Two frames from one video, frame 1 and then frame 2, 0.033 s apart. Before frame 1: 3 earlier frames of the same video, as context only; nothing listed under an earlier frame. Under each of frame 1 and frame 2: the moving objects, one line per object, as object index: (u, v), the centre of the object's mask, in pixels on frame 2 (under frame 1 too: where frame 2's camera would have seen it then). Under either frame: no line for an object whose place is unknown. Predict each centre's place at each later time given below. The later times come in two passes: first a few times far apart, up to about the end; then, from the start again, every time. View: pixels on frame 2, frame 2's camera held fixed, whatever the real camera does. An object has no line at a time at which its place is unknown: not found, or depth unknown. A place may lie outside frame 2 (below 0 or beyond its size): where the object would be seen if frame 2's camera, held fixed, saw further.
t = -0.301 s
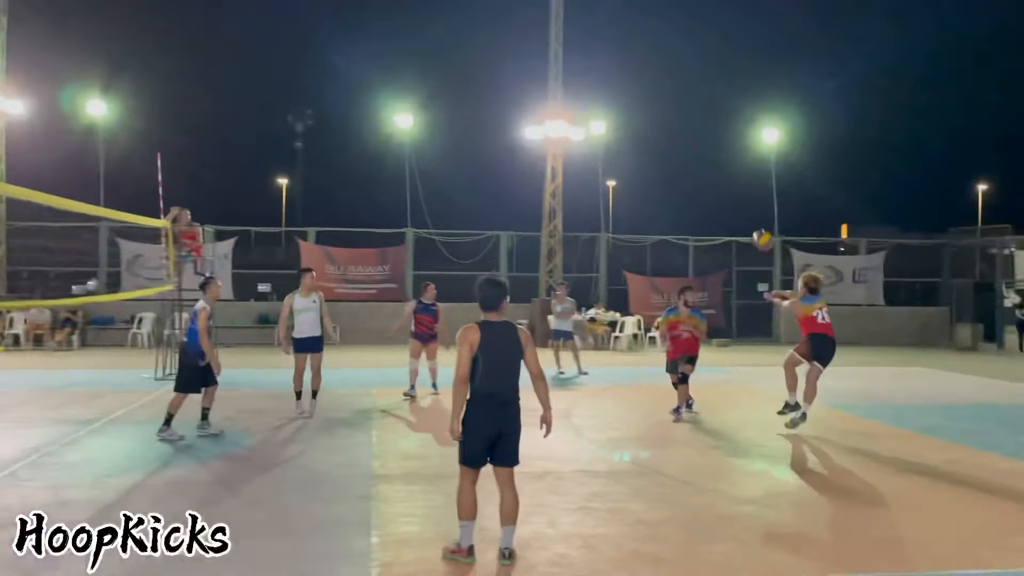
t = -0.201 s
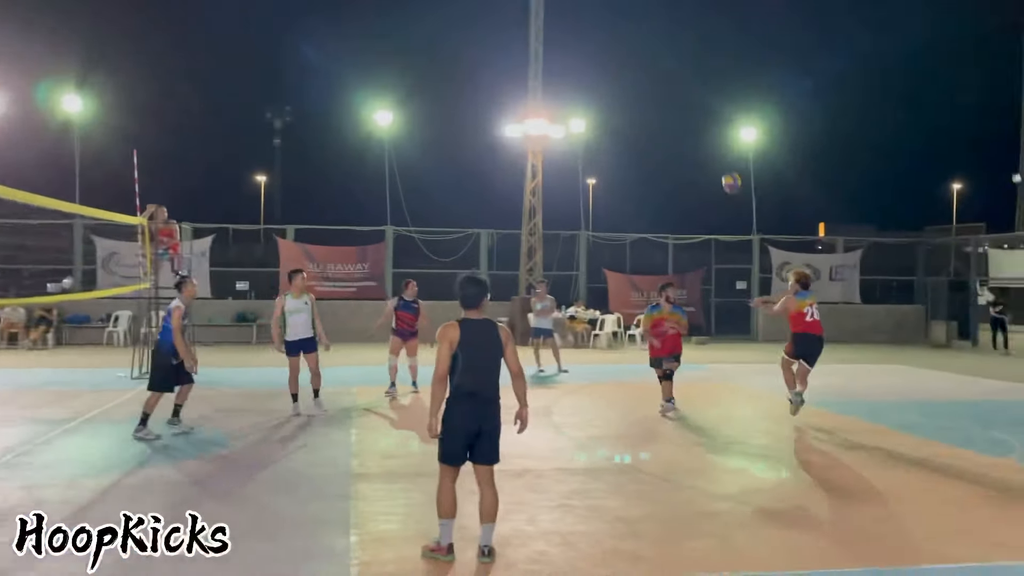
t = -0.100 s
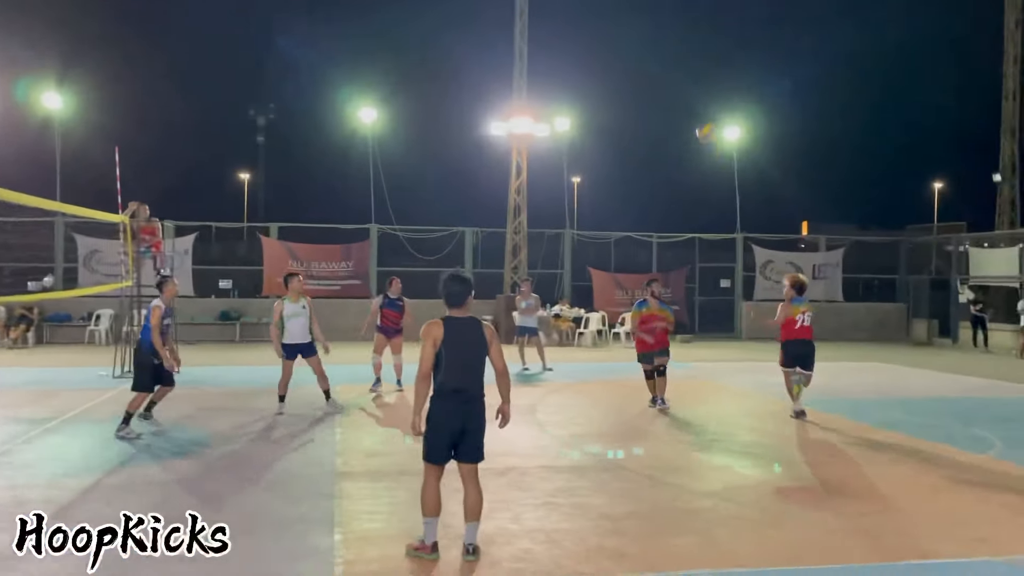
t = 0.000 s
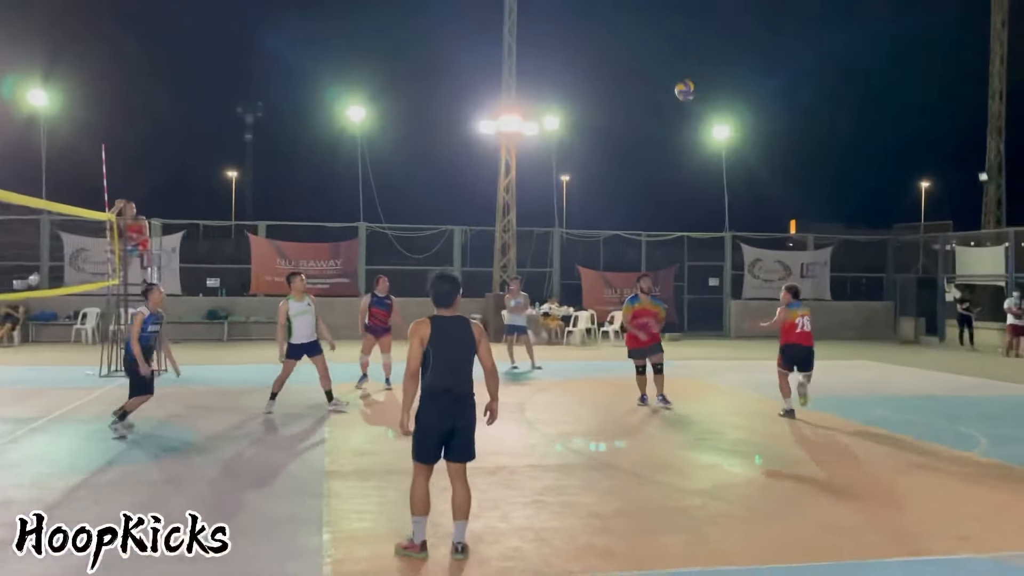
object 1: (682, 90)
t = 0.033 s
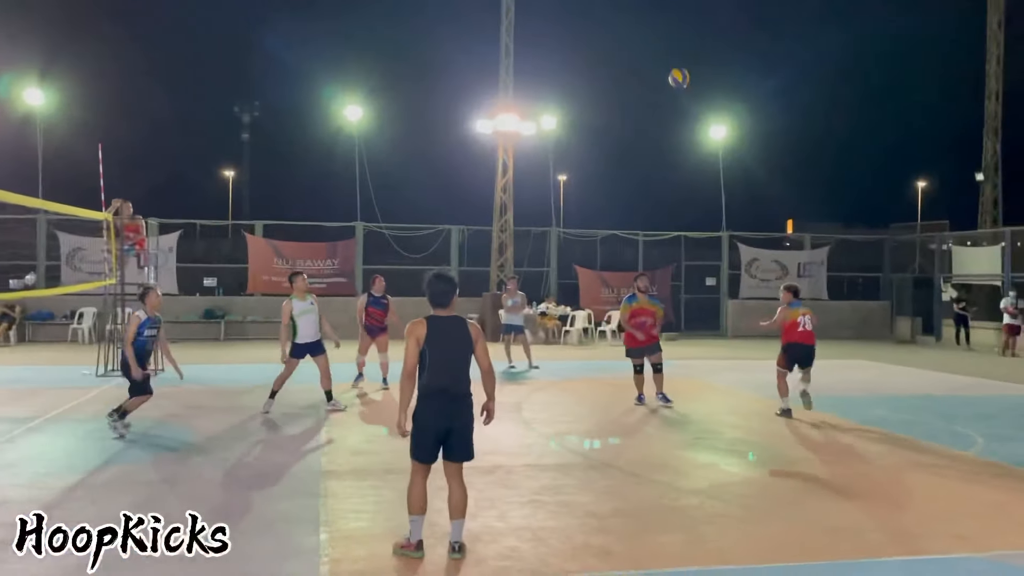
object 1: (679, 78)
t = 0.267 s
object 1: (655, 18)
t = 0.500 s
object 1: (630, 10)
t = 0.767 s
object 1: (600, 62)
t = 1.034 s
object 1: (564, 199)
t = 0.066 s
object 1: (676, 67)
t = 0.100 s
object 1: (672, 56)
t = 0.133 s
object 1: (669, 47)
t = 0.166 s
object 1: (666, 38)
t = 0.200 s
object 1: (662, 31)
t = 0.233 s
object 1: (659, 23)
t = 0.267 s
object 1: (655, 18)
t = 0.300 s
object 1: (652, 13)
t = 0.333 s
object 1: (649, 11)
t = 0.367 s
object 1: (645, 9)
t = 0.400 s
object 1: (641, 9)
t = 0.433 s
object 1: (637, 9)
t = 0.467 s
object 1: (634, 9)
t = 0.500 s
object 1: (630, 10)
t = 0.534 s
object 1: (627, 12)
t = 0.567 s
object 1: (623, 14)
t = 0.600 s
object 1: (619, 17)
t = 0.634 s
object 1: (615, 24)
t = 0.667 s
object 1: (612, 31)
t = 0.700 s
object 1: (608, 40)
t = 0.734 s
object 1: (604, 50)
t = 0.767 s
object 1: (600, 62)
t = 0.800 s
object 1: (595, 74)
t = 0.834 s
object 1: (591, 88)
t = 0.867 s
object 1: (587, 102)
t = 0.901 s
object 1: (583, 118)
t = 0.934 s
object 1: (578, 137)
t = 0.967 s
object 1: (574, 157)
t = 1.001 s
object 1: (569, 177)
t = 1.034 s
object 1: (564, 199)
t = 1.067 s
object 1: (560, 221)
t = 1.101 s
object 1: (555, 246)
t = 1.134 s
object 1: (550, 273)
